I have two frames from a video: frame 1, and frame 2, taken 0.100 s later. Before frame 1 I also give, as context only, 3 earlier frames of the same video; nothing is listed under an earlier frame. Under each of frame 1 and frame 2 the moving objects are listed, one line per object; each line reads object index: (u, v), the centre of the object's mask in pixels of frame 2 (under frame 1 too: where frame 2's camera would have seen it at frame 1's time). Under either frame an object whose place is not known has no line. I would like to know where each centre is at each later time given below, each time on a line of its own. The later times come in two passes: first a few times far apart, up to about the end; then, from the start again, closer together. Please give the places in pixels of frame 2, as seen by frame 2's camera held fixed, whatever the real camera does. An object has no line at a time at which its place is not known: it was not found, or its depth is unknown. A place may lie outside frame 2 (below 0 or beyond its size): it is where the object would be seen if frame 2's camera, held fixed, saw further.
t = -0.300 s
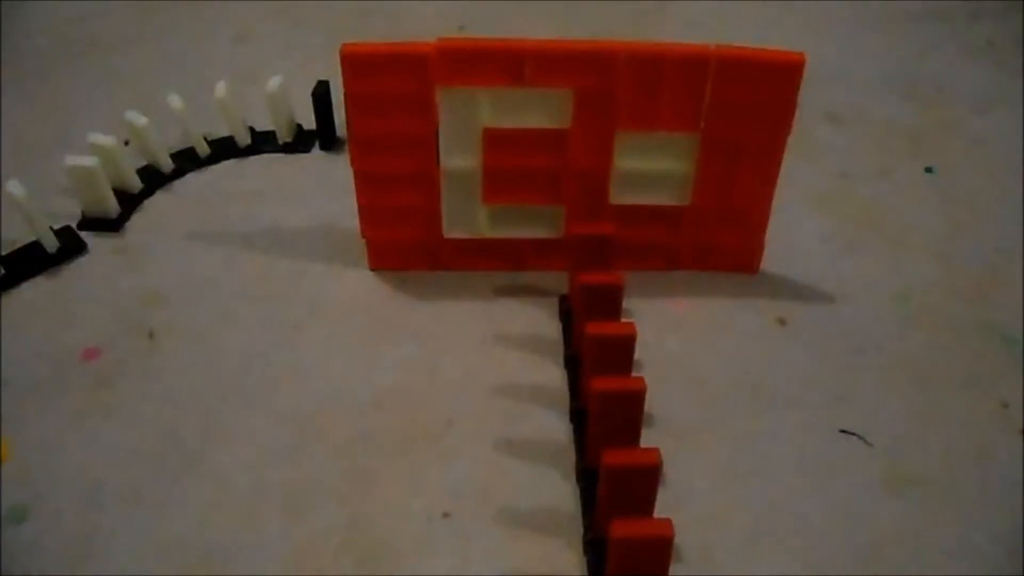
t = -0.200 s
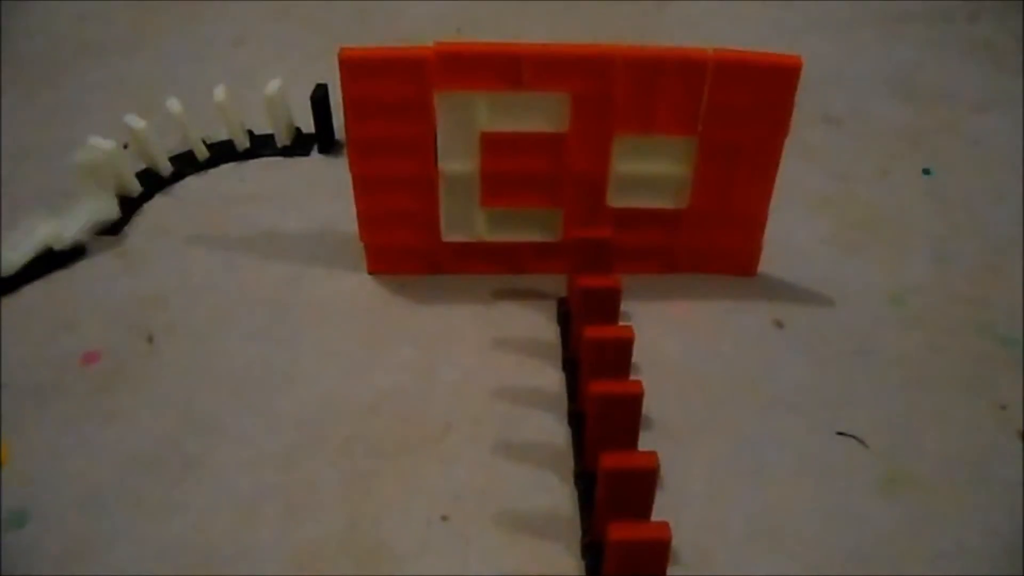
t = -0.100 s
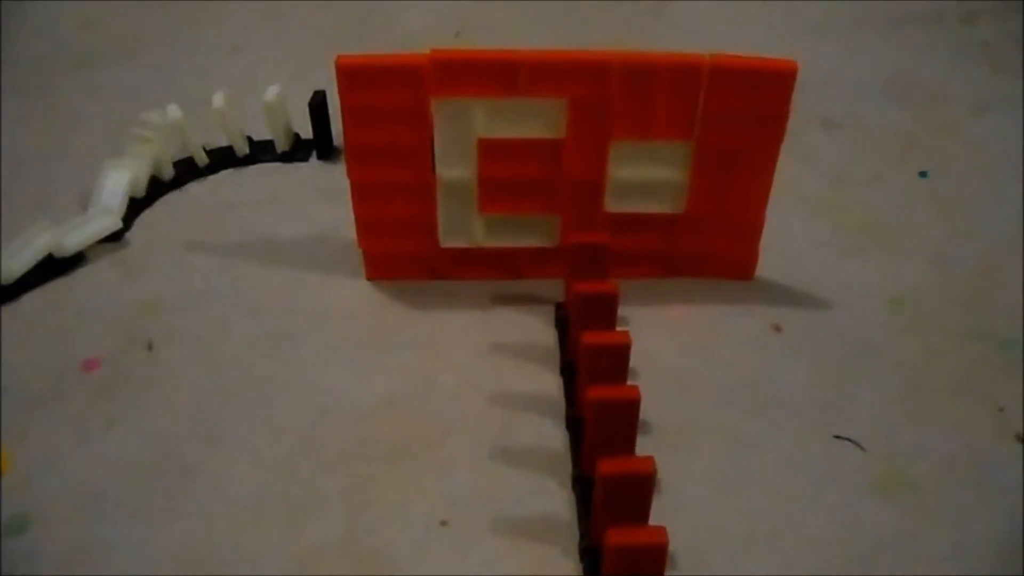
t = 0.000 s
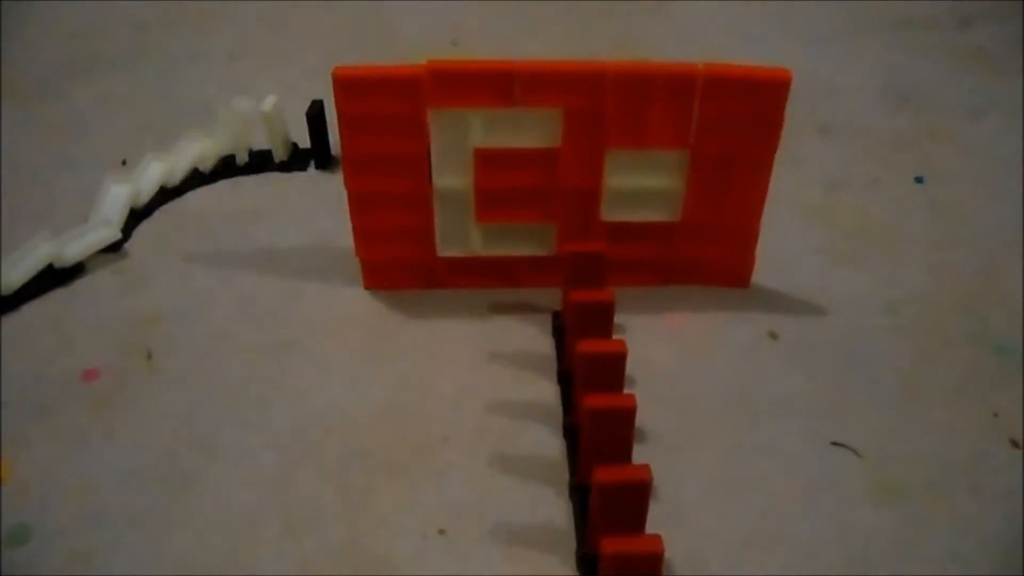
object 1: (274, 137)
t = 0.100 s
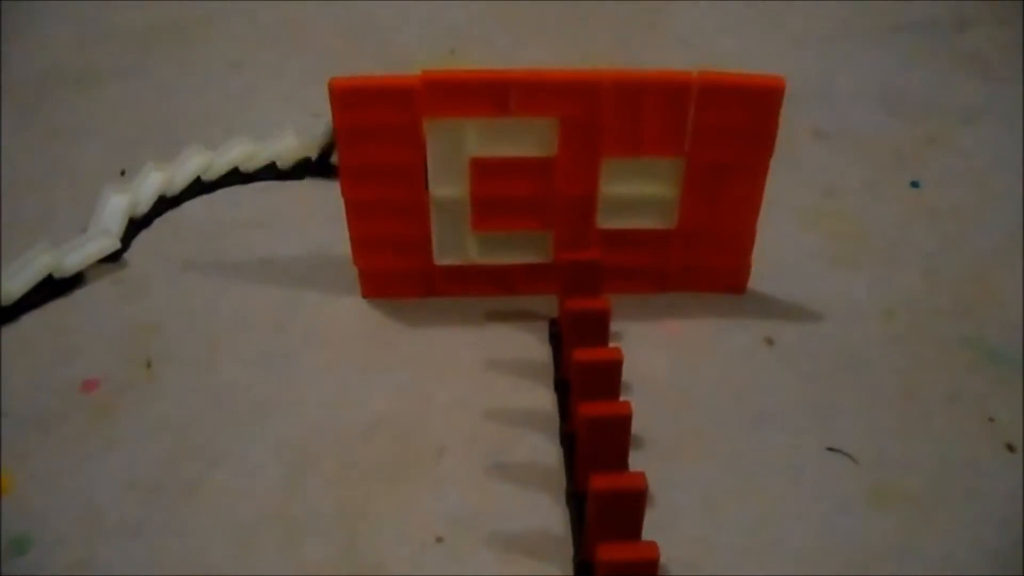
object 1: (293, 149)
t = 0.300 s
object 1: (284, 146)
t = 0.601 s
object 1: (280, 146)
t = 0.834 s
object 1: (273, 151)
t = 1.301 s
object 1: (272, 153)
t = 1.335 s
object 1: (272, 153)
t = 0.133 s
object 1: (285, 151)
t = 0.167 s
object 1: (284, 149)
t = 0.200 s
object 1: (284, 148)
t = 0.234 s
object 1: (285, 146)
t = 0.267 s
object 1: (283, 146)
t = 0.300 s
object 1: (284, 146)
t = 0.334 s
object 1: (280, 147)
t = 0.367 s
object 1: (281, 147)
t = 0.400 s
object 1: (281, 146)
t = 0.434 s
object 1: (281, 146)
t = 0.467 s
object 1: (280, 146)
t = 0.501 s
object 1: (282, 146)
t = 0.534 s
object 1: (281, 146)
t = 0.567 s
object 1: (281, 146)
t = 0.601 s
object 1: (280, 146)
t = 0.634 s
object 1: (282, 146)
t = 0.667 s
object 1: (281, 146)
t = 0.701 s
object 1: (271, 152)
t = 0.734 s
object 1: (280, 147)
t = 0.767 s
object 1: (272, 151)
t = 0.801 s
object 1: (273, 152)
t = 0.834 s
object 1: (273, 151)
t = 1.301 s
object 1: (272, 153)
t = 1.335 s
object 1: (272, 153)
